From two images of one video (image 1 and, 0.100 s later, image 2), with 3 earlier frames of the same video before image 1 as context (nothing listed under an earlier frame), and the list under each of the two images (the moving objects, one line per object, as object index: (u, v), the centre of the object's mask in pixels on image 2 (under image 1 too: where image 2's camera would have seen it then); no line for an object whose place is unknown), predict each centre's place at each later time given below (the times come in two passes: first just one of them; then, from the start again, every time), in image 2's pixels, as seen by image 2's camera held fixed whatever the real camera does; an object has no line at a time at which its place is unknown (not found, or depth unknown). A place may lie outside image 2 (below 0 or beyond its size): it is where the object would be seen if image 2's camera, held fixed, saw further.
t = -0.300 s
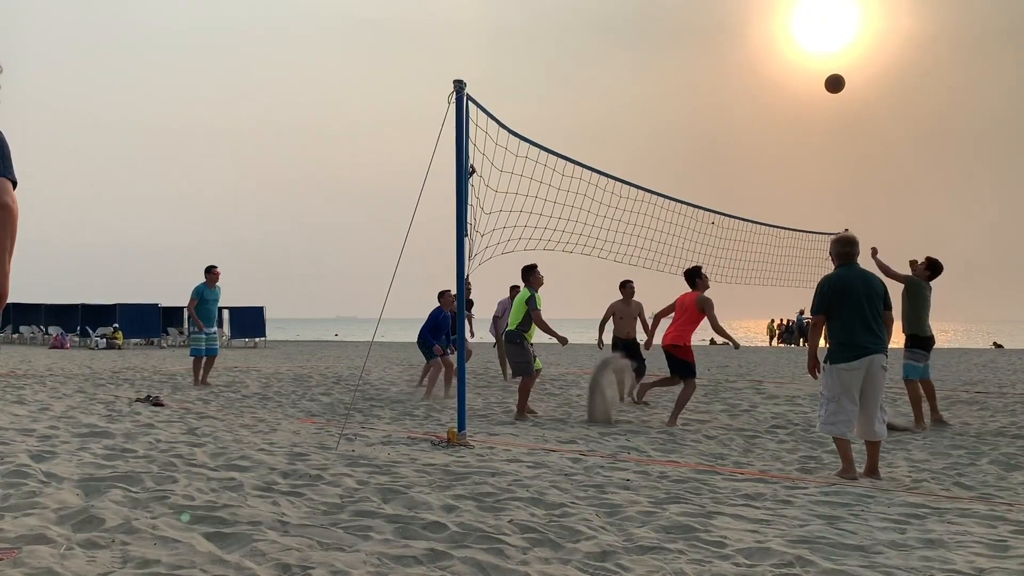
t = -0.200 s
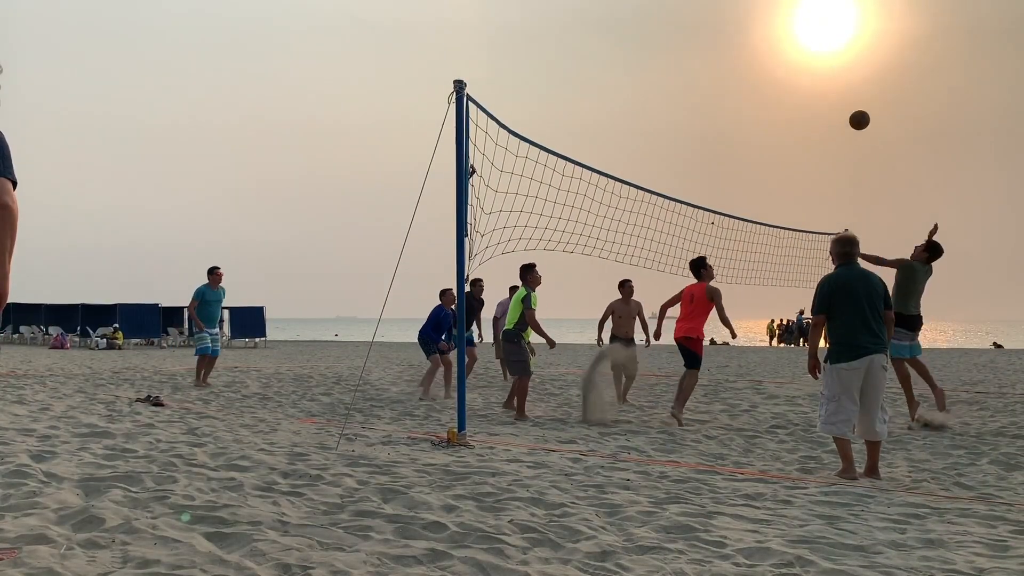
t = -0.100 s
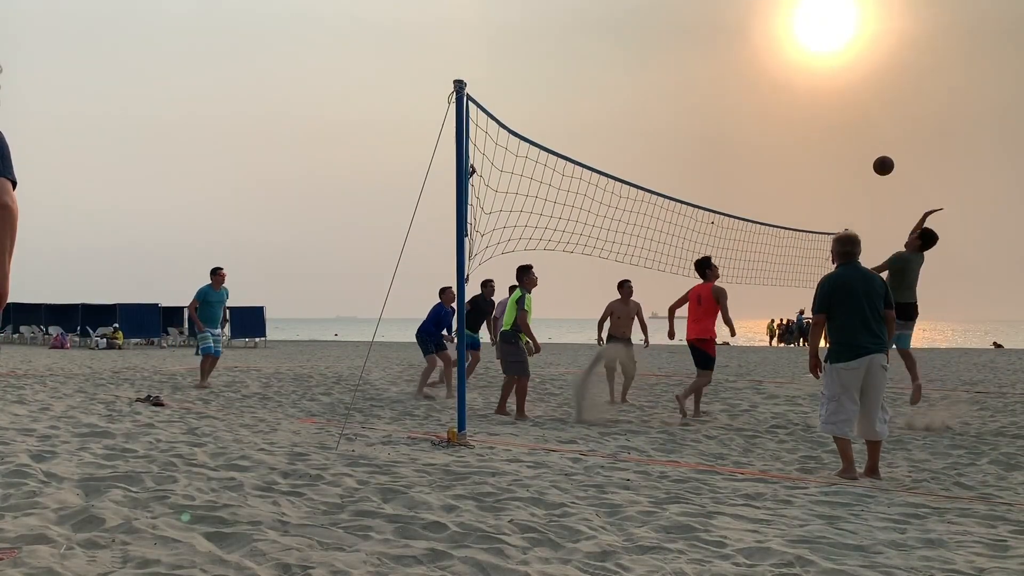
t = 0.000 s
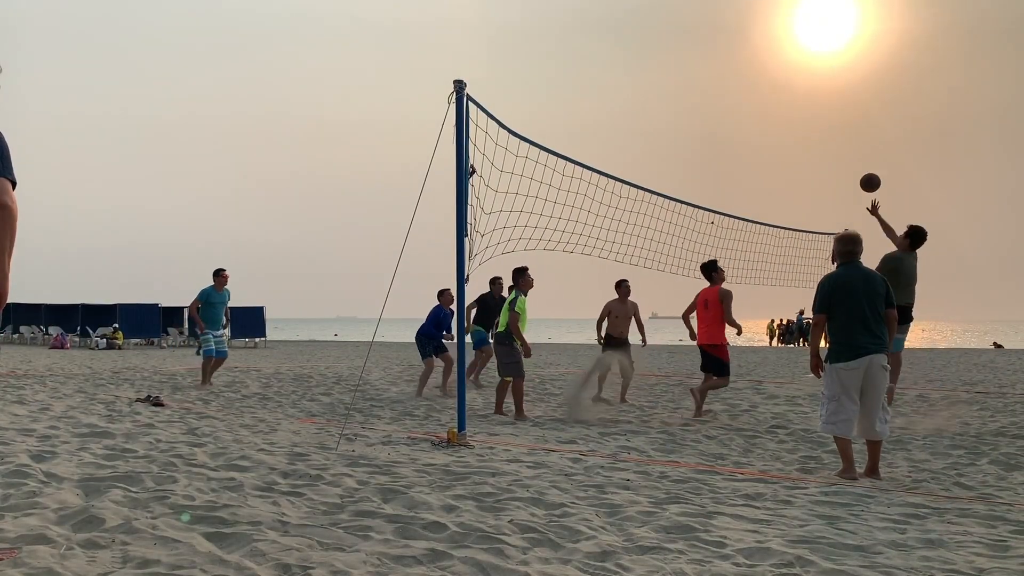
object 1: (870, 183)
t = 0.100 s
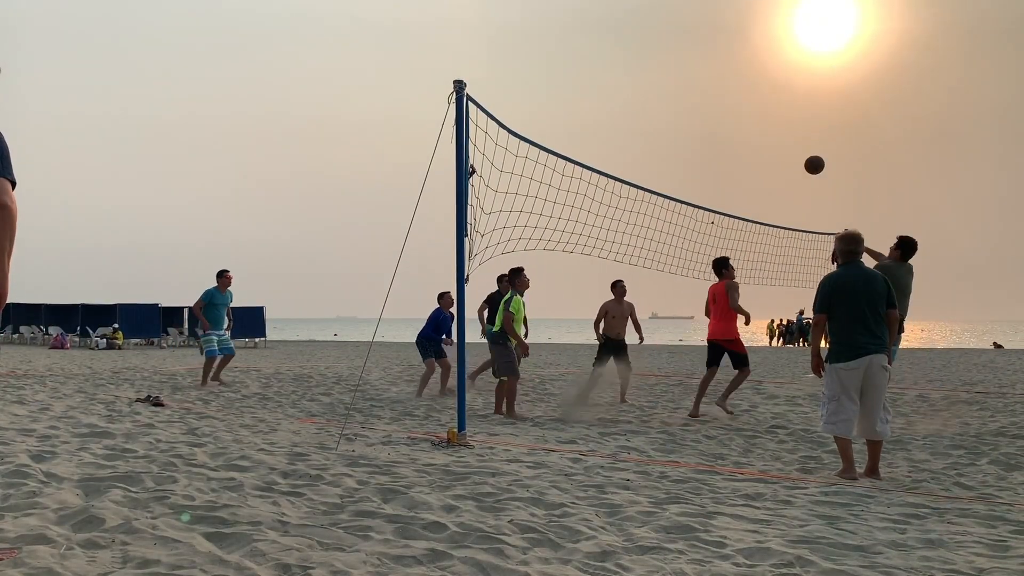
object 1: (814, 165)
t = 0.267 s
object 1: (727, 156)
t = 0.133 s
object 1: (797, 161)
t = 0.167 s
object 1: (779, 158)
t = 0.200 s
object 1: (762, 156)
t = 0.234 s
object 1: (744, 156)
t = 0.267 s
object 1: (727, 156)
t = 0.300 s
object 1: (710, 157)
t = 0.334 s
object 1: (694, 159)
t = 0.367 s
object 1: (677, 162)
